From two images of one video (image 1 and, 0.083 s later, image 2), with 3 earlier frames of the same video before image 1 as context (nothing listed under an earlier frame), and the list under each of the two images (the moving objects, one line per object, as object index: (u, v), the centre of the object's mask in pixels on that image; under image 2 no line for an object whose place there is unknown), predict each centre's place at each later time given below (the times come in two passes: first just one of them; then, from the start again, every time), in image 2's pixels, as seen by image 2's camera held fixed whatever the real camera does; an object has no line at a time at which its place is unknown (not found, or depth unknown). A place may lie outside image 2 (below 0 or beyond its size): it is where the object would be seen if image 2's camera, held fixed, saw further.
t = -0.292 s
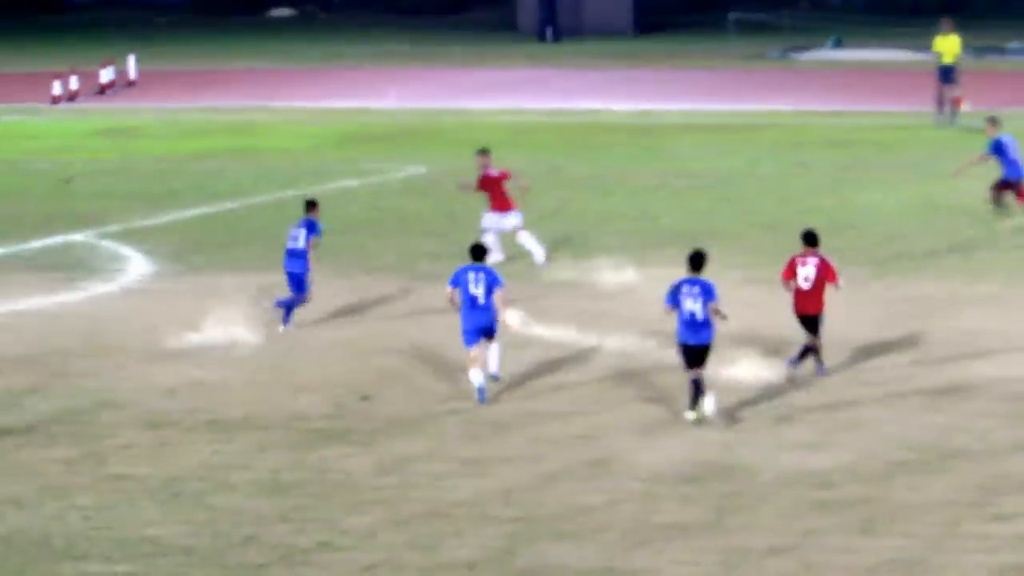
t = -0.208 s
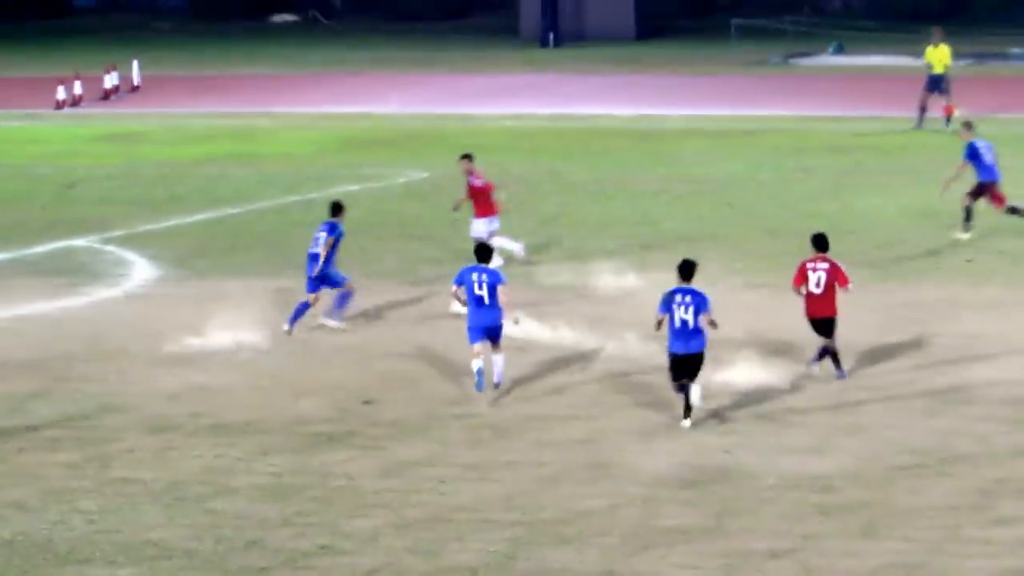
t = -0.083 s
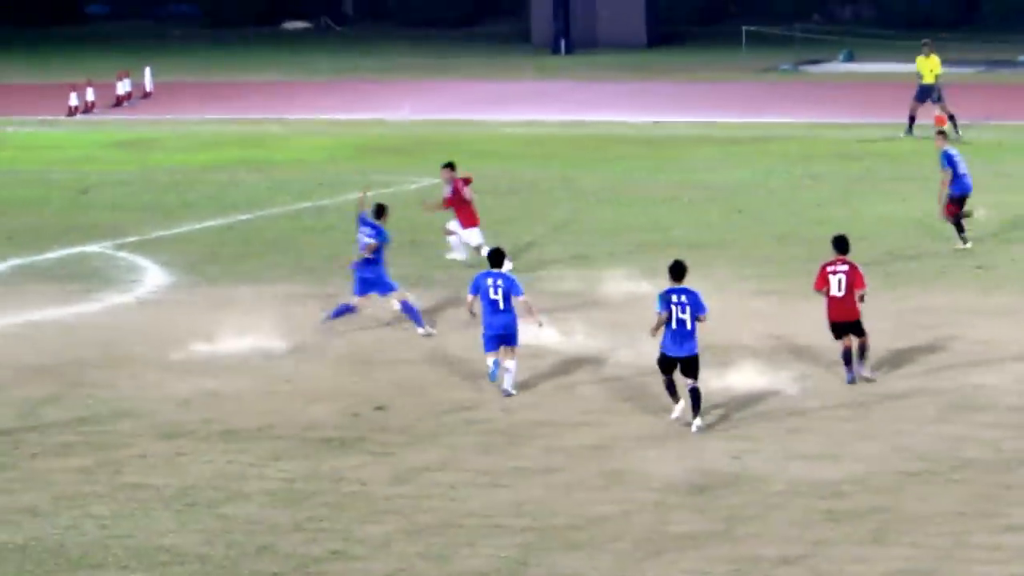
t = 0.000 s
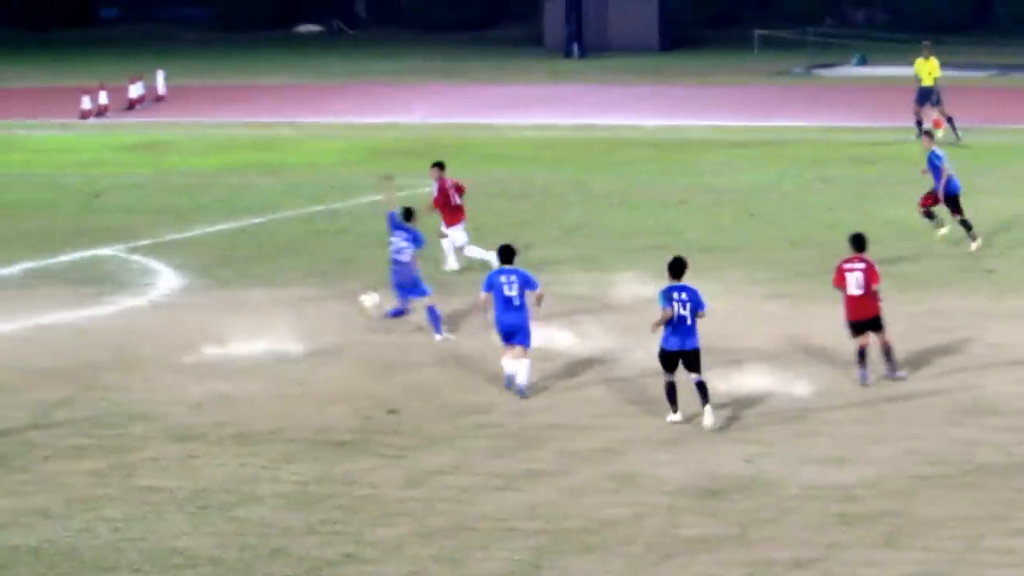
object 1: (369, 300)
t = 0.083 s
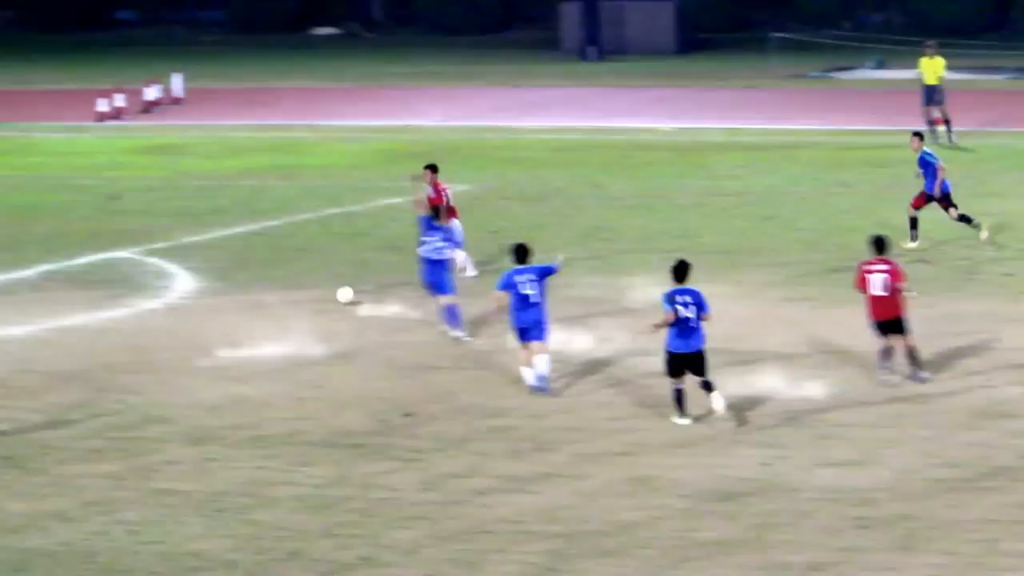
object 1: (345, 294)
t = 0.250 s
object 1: (276, 282)
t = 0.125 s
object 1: (326, 293)
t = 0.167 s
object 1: (309, 290)
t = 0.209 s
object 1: (292, 286)
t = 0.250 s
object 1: (276, 282)
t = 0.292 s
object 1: (261, 280)
